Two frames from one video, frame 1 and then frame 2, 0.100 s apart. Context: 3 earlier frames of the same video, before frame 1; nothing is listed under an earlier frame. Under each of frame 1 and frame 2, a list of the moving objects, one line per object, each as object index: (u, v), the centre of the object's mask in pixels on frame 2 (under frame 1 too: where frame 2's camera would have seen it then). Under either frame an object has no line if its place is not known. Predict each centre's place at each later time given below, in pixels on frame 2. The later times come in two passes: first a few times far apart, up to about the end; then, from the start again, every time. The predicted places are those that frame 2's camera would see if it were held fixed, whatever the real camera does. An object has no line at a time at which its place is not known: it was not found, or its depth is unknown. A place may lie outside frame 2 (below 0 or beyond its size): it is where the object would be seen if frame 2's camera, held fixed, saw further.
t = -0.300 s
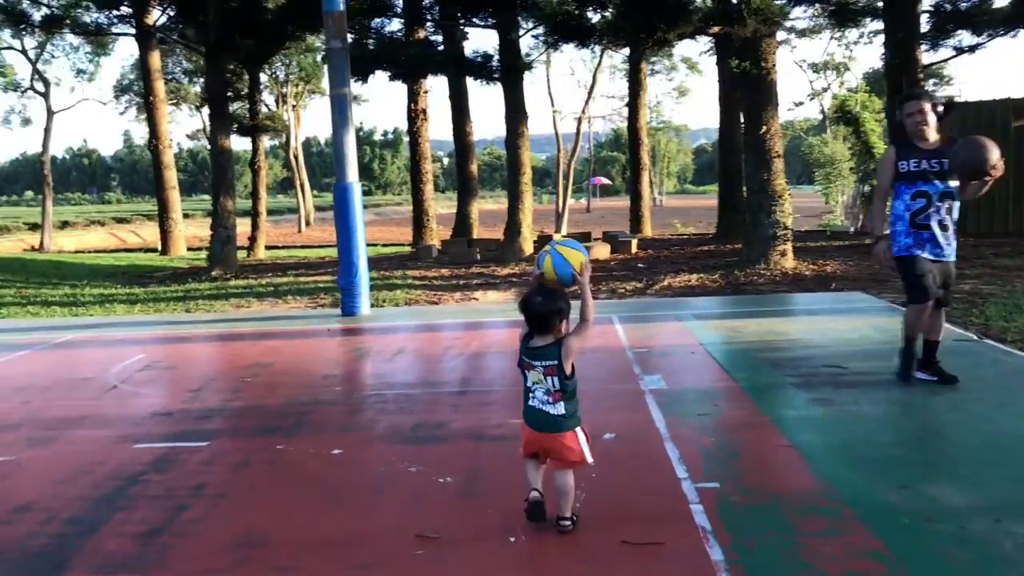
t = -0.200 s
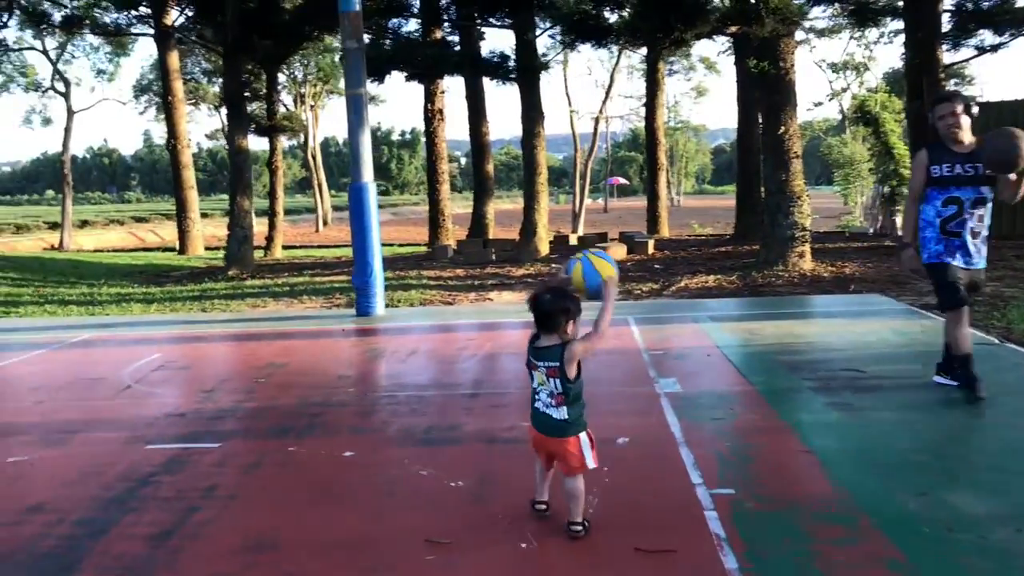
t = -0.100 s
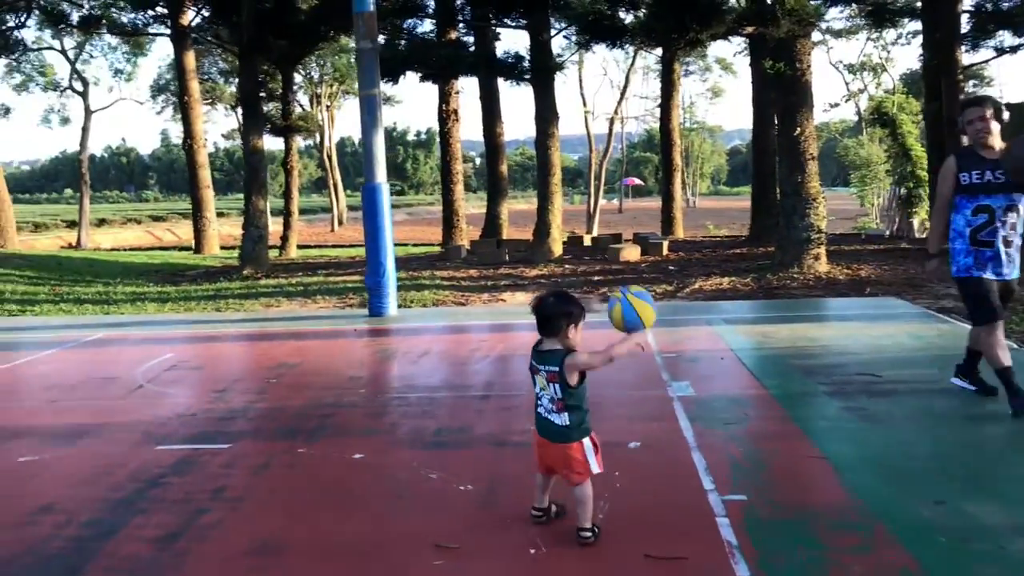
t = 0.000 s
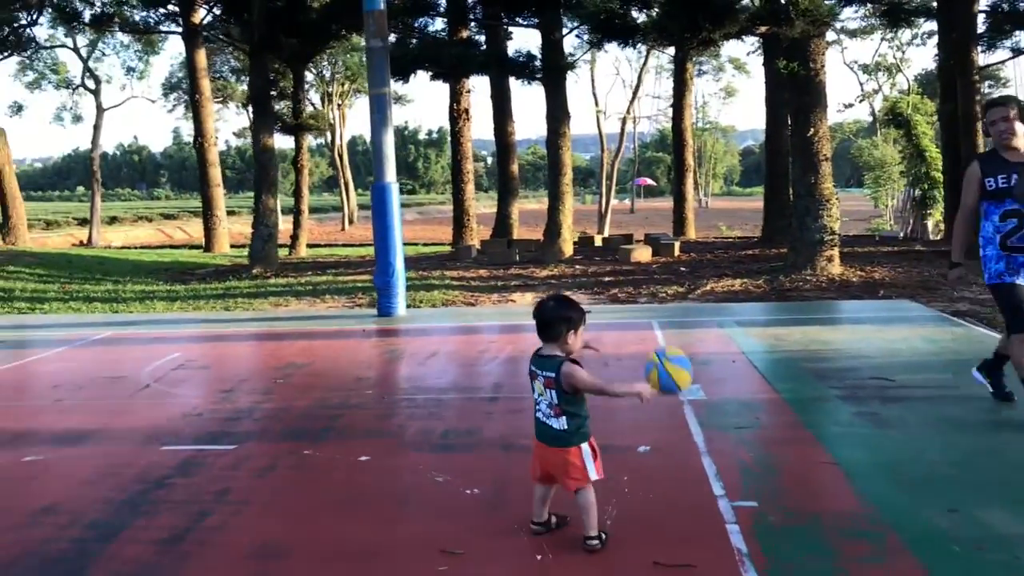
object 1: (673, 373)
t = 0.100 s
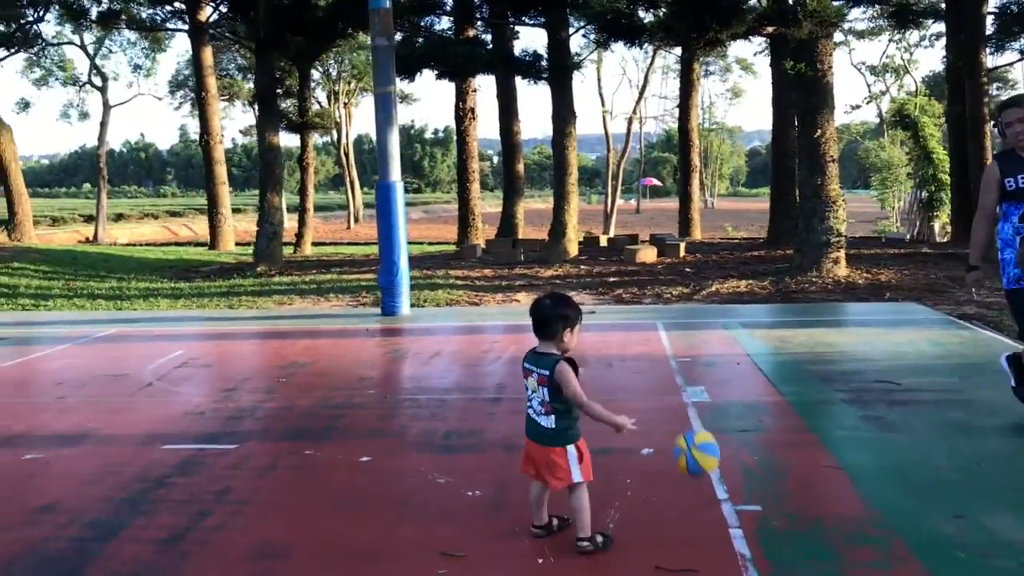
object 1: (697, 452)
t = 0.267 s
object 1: (713, 387)
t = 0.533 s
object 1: (732, 342)
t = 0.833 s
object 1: (753, 423)
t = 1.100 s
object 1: (770, 375)
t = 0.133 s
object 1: (704, 473)
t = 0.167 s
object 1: (706, 447)
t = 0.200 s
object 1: (708, 425)
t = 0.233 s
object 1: (711, 405)
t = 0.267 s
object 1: (713, 387)
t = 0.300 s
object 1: (715, 372)
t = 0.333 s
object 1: (718, 359)
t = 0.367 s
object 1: (720, 351)
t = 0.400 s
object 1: (723, 344)
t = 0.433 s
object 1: (725, 340)
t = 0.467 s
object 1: (728, 338)
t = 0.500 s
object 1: (730, 339)
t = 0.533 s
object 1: (732, 342)
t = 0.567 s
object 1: (734, 350)
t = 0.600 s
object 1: (737, 358)
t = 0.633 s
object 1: (739, 368)
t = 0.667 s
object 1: (742, 382)
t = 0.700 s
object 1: (745, 398)
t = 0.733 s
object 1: (747, 416)
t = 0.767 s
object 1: (749, 436)
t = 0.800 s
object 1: (752, 439)
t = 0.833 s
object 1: (753, 423)
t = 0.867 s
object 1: (755, 409)
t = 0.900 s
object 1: (758, 397)
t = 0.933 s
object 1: (759, 387)
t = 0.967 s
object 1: (761, 381)
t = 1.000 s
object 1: (764, 376)
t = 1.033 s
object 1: (765, 374)
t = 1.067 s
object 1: (768, 373)
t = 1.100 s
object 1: (770, 375)
